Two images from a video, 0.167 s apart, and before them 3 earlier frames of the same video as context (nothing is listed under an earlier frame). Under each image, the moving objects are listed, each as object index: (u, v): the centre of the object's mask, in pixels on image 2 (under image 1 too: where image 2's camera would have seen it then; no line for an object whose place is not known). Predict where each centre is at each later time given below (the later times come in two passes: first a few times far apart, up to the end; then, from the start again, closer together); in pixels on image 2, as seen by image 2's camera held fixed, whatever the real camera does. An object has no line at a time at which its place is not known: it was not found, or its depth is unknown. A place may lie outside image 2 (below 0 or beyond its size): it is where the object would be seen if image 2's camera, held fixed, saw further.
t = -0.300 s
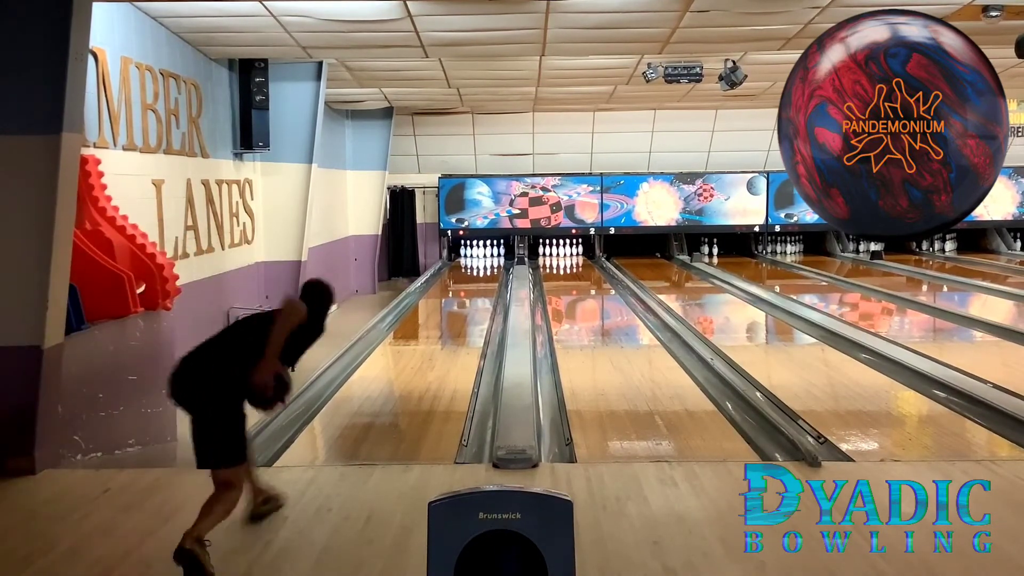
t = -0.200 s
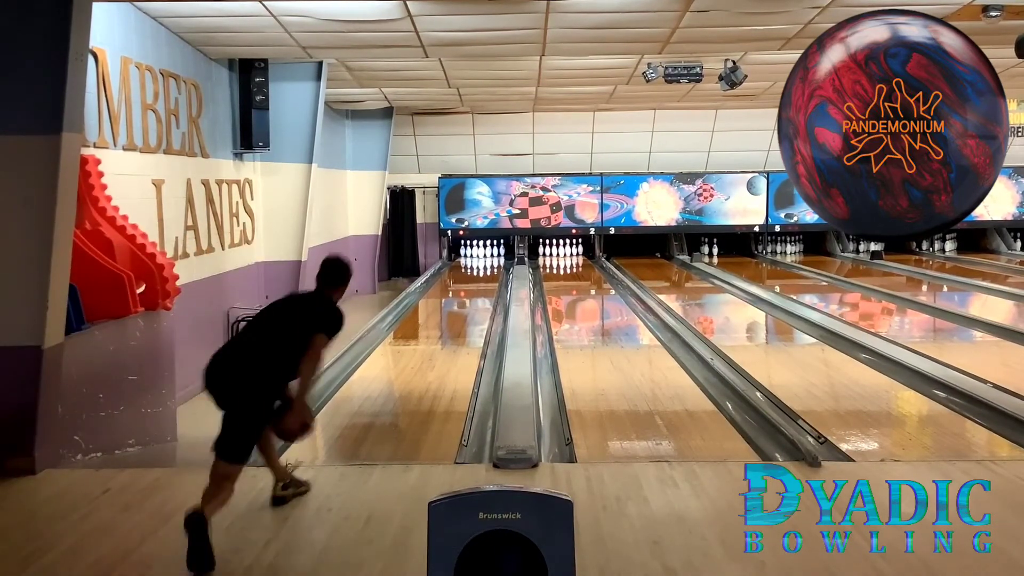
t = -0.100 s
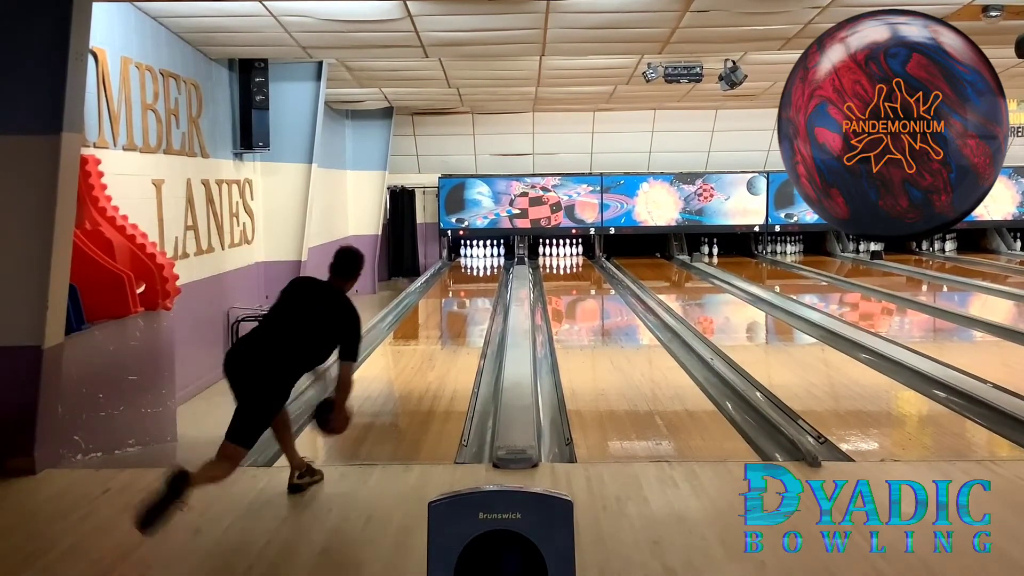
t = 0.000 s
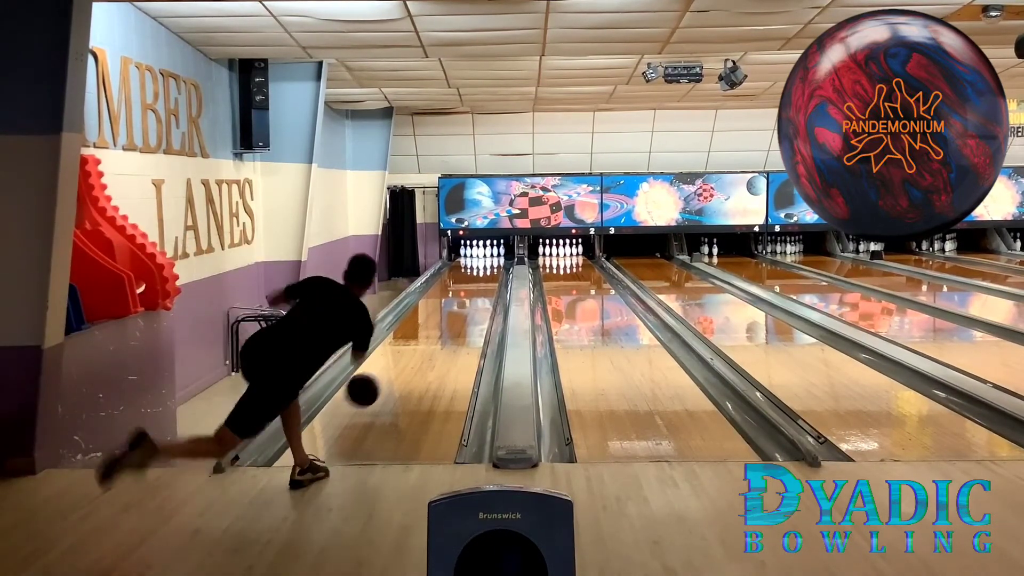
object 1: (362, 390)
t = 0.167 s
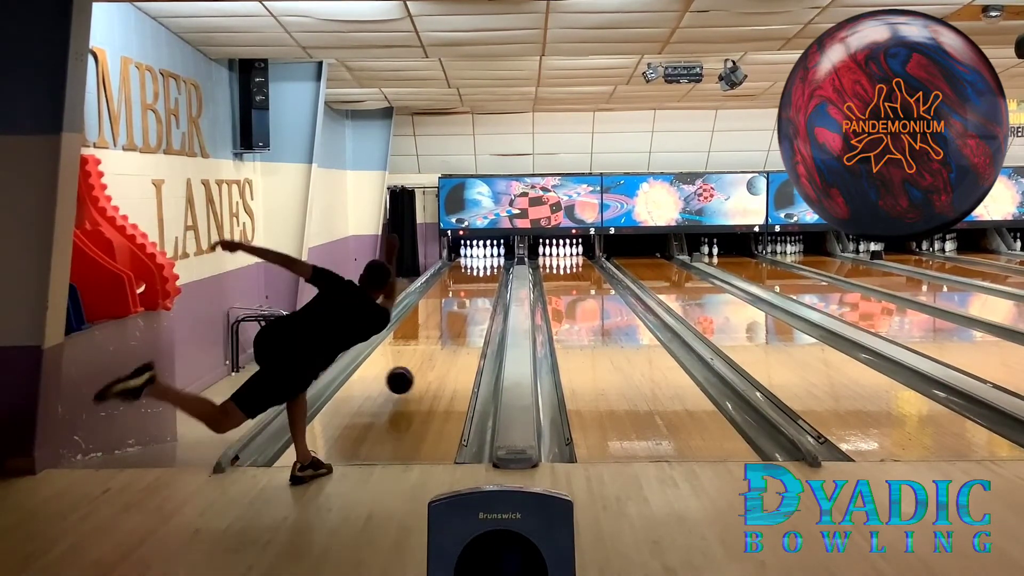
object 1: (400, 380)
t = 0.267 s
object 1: (416, 368)
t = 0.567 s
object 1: (450, 329)
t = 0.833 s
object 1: (469, 306)
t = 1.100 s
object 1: (482, 289)
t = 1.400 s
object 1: (491, 276)
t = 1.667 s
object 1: (494, 266)
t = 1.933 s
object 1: (490, 260)
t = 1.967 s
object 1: (490, 259)
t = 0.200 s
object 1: (406, 380)
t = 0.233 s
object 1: (411, 372)
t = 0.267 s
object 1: (416, 368)
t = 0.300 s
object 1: (421, 362)
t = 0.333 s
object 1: (425, 358)
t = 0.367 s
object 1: (430, 352)
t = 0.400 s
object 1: (434, 348)
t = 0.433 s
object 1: (438, 343)
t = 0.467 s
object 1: (441, 339)
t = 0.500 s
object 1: (444, 335)
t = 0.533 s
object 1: (448, 332)
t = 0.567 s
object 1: (450, 329)
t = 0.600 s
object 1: (453, 325)
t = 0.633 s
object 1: (456, 322)
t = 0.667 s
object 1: (458, 319)
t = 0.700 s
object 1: (461, 316)
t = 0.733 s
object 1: (463, 313)
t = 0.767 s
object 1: (465, 311)
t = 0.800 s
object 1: (467, 308)
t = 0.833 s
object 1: (469, 306)
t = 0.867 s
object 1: (471, 303)
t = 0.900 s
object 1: (473, 301)
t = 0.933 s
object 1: (475, 299)
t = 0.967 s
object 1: (476, 297)
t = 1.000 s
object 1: (478, 295)
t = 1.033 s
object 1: (479, 293)
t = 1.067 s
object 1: (481, 291)
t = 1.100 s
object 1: (482, 289)
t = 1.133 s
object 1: (484, 288)
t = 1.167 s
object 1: (484, 286)
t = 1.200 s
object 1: (486, 284)
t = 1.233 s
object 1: (487, 283)
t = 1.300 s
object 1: (489, 280)
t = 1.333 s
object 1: (489, 278)
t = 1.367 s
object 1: (490, 277)
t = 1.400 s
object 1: (491, 276)
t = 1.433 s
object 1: (492, 274)
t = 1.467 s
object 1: (492, 273)
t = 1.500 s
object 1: (493, 272)
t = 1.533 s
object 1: (493, 271)
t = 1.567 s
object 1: (494, 270)
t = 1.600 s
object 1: (494, 268)
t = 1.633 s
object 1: (495, 267)
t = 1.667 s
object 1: (494, 266)
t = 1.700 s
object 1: (494, 265)
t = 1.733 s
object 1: (494, 265)
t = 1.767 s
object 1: (493, 264)
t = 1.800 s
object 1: (493, 263)
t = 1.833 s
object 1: (492, 262)
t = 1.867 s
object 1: (492, 261)
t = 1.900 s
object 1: (491, 261)
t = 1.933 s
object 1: (490, 260)
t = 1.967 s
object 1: (490, 259)
